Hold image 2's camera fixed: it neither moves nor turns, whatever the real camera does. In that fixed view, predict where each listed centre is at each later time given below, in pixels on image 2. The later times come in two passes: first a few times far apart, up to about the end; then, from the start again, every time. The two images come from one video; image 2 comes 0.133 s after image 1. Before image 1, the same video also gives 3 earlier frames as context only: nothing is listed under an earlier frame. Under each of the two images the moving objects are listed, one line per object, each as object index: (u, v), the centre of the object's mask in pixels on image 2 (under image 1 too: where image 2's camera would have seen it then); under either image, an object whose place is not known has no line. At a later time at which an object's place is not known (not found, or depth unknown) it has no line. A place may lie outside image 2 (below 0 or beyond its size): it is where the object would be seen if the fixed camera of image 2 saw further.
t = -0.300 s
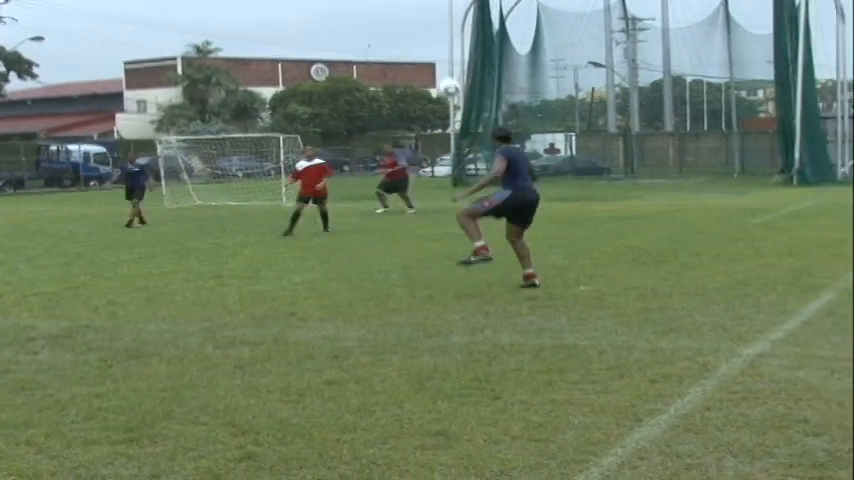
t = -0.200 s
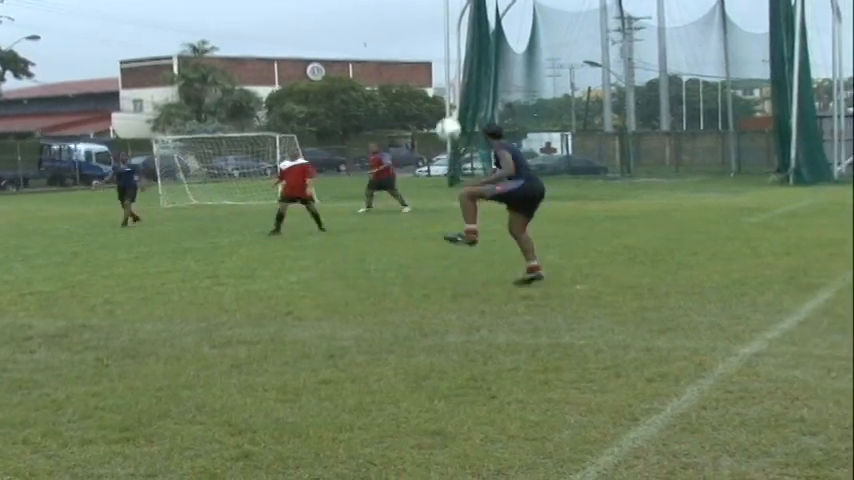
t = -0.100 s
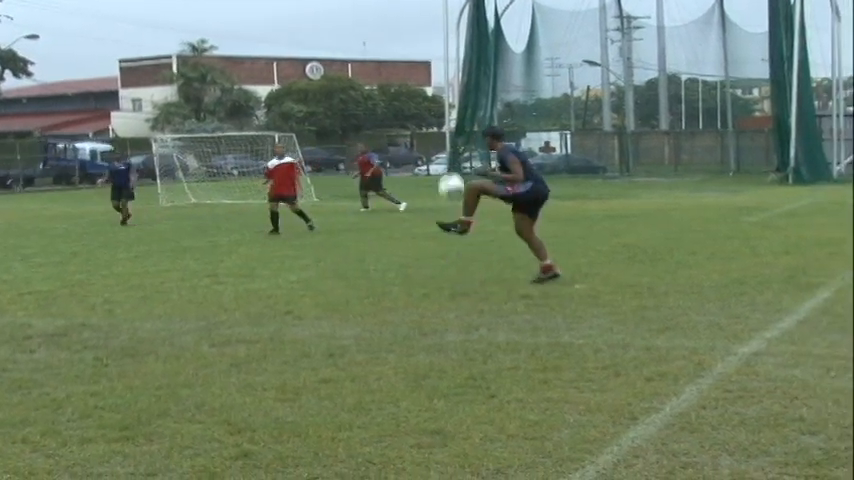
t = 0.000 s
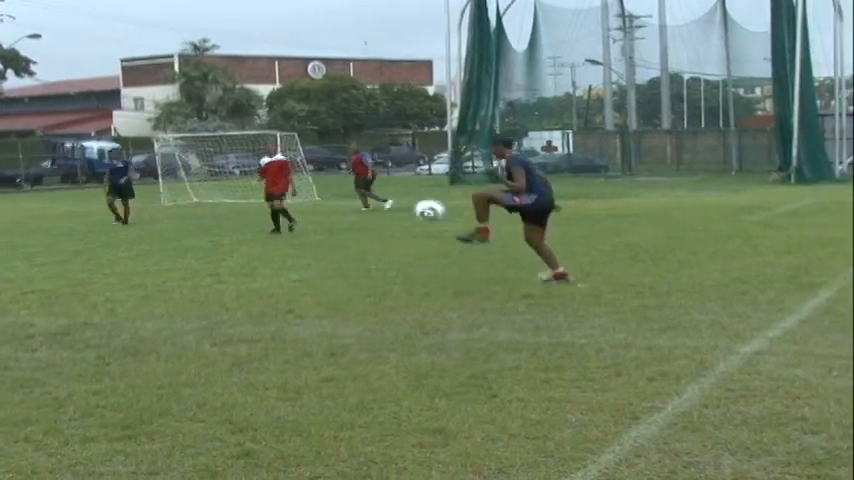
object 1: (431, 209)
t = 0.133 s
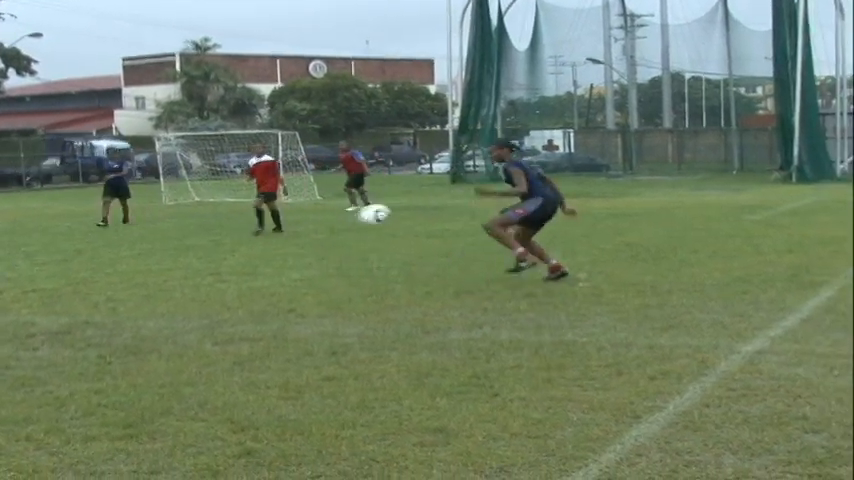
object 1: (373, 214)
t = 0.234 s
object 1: (329, 231)
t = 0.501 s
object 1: (204, 309)
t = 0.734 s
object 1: (107, 320)
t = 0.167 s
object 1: (360, 218)
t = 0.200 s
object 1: (344, 223)
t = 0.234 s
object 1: (329, 231)
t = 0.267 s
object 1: (313, 239)
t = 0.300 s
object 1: (298, 248)
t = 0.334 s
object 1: (282, 259)
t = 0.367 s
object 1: (266, 271)
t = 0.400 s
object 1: (250, 285)
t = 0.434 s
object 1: (233, 300)
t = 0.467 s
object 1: (218, 309)
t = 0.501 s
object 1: (204, 309)
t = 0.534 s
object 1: (188, 308)
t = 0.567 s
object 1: (175, 310)
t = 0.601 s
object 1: (161, 313)
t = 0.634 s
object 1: (147, 316)
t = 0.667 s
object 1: (133, 317)
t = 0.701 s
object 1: (121, 319)
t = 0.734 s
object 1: (107, 320)
